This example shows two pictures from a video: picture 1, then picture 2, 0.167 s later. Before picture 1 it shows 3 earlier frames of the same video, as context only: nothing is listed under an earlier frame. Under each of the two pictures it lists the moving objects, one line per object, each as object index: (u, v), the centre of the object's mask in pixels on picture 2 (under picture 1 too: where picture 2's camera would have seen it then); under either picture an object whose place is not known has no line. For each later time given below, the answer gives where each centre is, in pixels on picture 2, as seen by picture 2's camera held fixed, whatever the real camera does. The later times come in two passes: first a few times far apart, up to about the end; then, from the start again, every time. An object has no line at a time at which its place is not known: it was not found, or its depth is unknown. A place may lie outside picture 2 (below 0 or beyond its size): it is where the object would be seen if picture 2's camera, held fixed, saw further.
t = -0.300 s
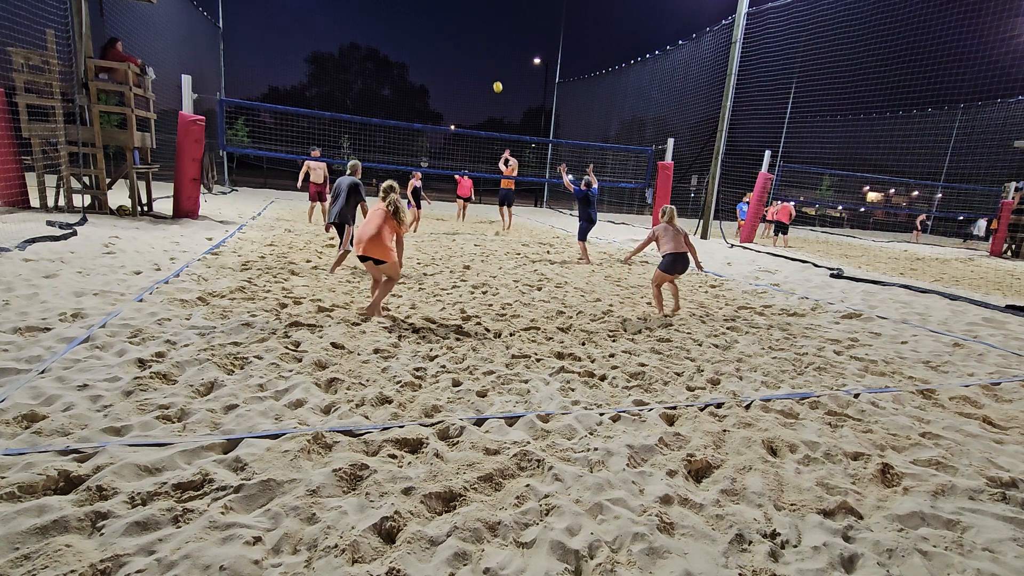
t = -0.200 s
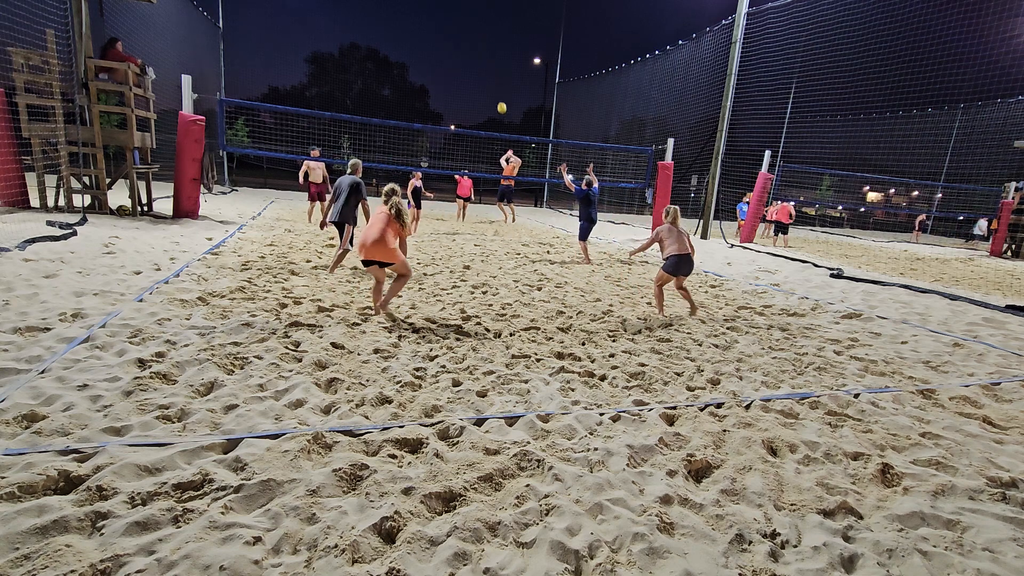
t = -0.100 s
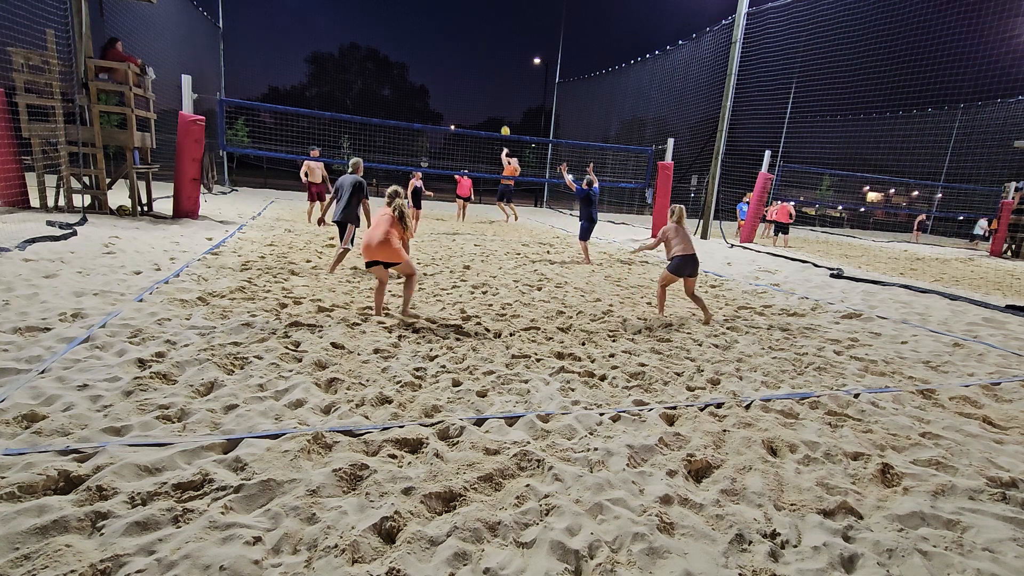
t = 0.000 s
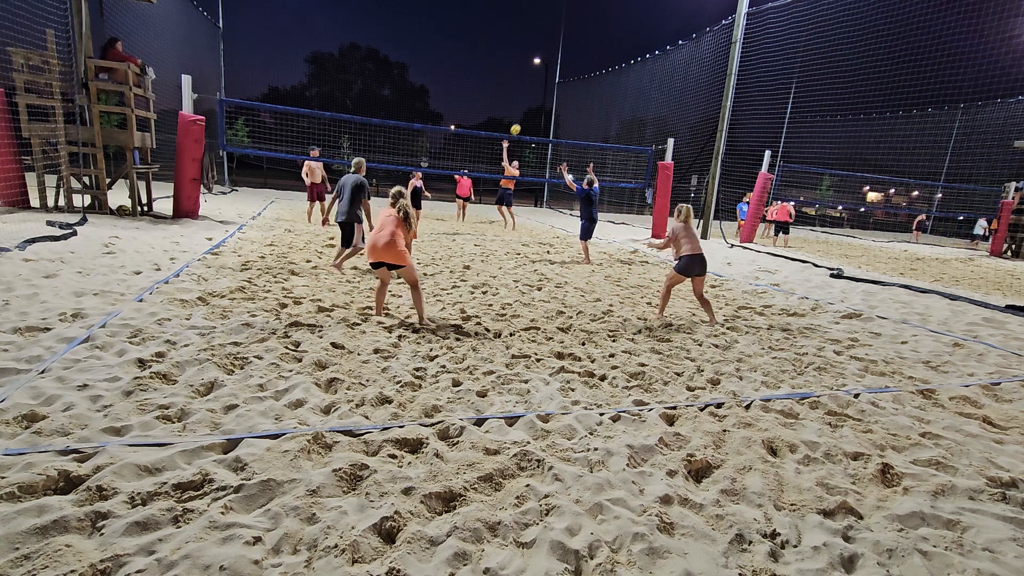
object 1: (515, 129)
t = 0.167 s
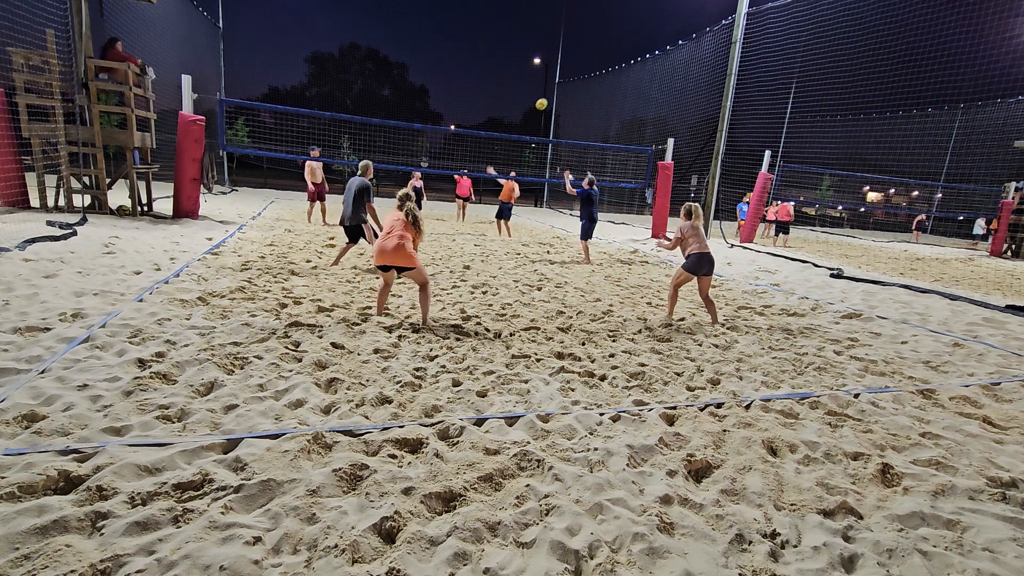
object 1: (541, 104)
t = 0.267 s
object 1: (559, 93)
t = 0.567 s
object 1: (625, 89)
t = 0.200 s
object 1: (547, 100)
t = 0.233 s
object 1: (553, 96)
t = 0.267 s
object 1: (559, 93)
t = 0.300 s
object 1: (566, 90)
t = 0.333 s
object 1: (573, 88)
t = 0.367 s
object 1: (579, 86)
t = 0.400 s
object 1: (586, 85)
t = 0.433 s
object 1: (594, 85)
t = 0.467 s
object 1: (601, 85)
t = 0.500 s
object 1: (609, 86)
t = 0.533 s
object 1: (617, 87)
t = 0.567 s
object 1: (625, 89)
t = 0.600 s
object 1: (634, 93)
